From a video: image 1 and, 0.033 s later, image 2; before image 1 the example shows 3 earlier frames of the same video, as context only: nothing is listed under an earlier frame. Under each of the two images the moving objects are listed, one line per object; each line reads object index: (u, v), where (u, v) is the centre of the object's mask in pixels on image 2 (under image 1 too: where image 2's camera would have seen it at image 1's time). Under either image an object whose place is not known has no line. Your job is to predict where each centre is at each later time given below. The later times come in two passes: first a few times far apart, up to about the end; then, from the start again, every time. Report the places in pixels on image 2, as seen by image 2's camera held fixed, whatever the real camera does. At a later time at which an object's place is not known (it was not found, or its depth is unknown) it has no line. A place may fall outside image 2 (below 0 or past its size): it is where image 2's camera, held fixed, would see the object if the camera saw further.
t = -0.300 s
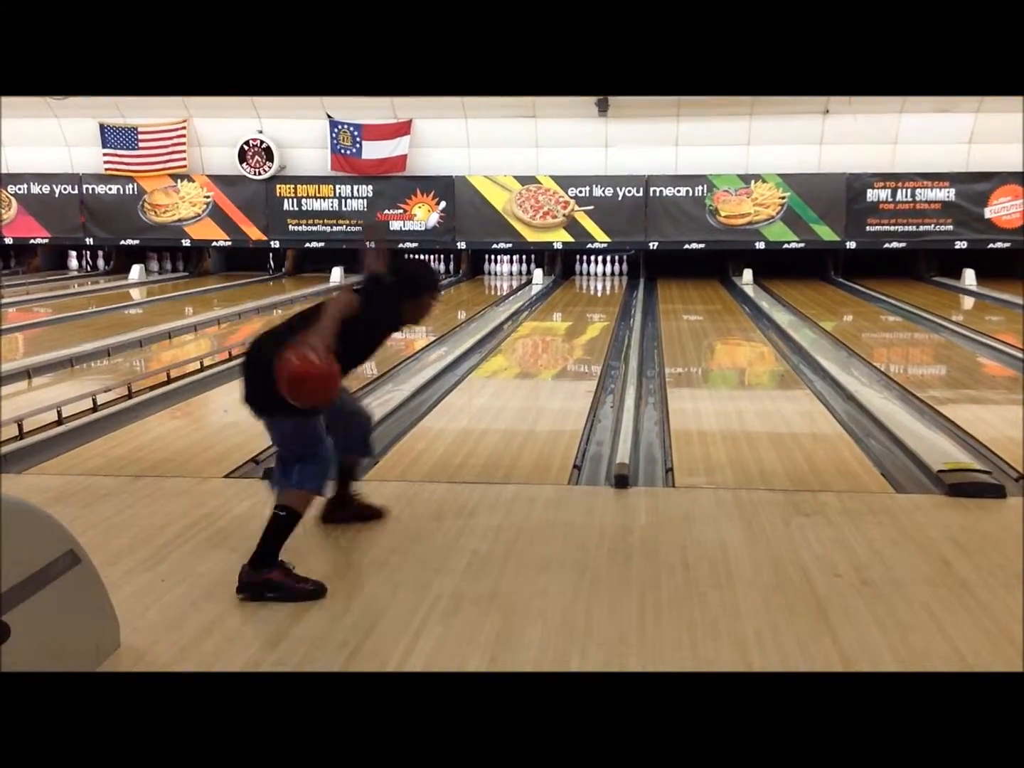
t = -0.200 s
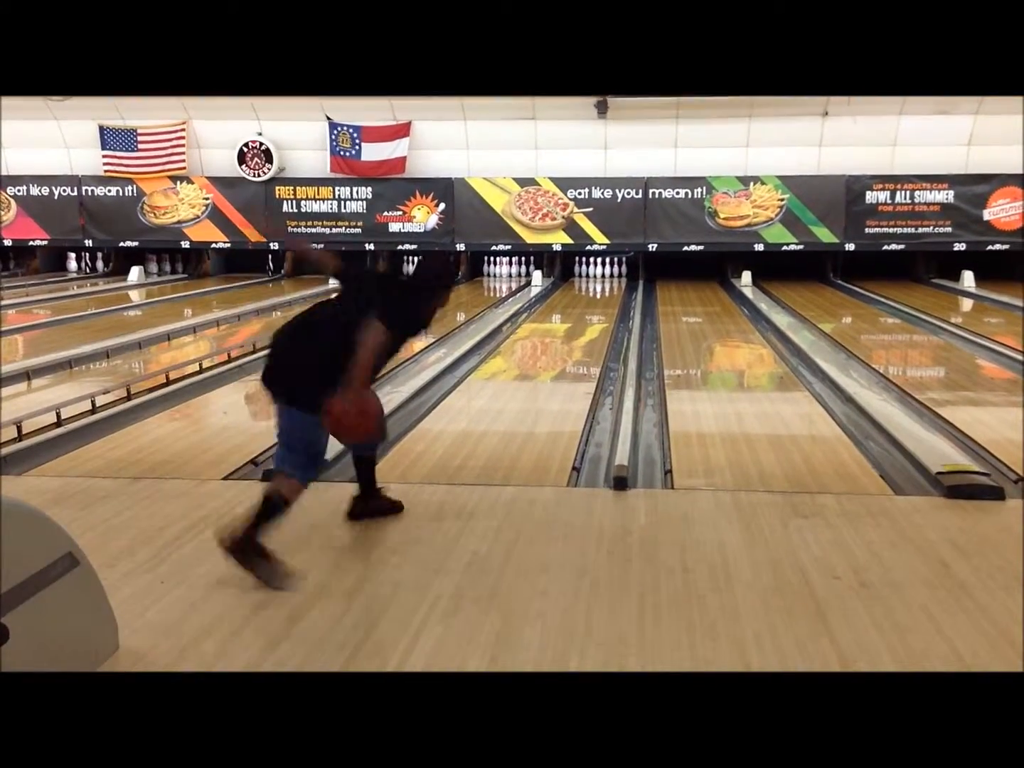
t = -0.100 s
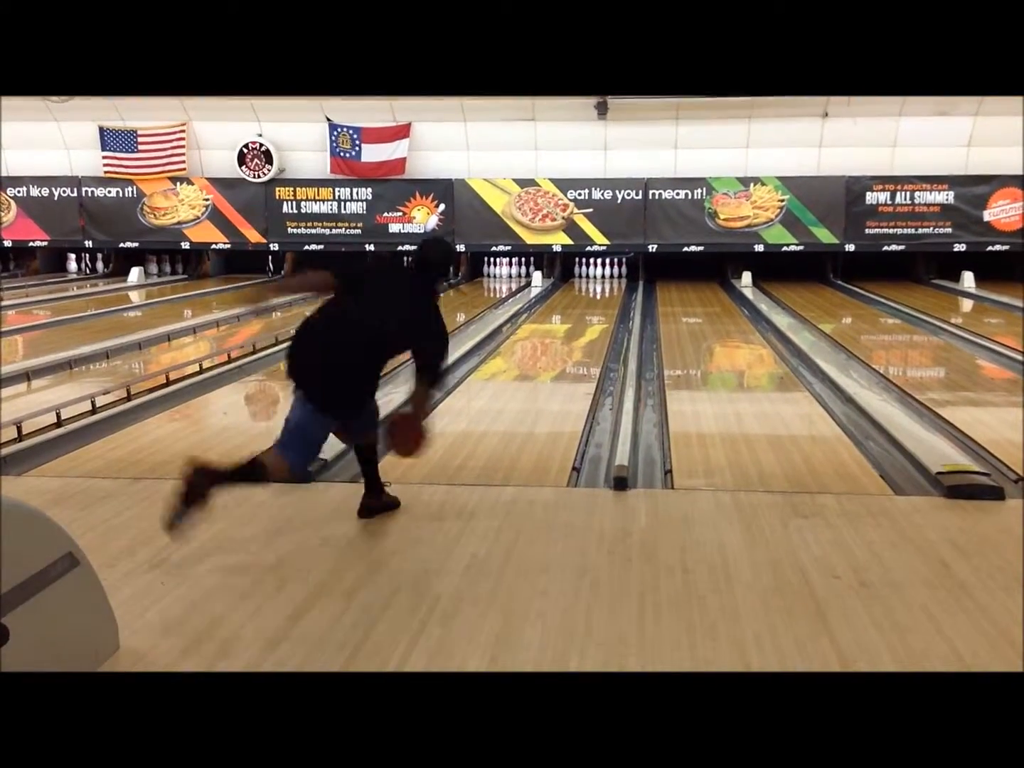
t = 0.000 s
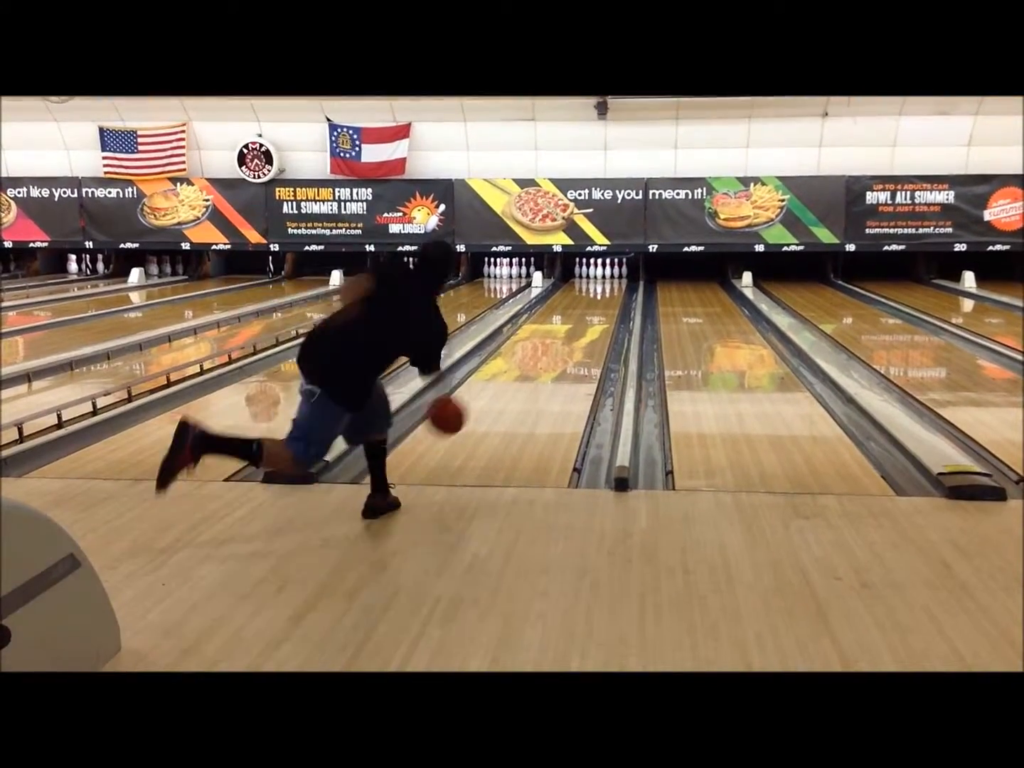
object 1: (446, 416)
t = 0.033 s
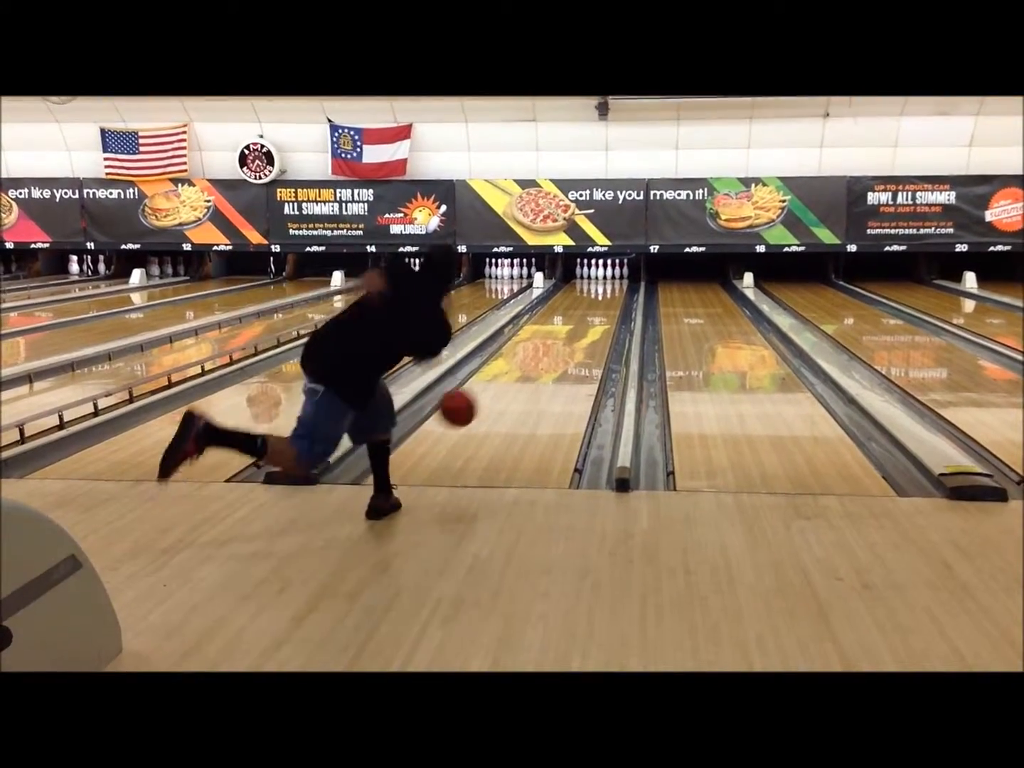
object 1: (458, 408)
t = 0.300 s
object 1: (515, 391)
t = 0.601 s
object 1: (554, 354)
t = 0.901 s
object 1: (578, 328)
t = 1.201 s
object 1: (594, 310)
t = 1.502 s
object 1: (605, 296)
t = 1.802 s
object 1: (611, 286)
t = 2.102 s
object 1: (610, 279)
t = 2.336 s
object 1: (604, 274)
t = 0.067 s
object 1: (467, 404)
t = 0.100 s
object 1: (474, 399)
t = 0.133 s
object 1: (482, 397)
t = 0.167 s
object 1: (490, 397)
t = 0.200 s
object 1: (497, 399)
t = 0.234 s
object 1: (504, 402)
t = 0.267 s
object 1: (510, 397)
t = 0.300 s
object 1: (515, 391)
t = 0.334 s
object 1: (521, 387)
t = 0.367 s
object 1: (526, 382)
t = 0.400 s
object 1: (531, 378)
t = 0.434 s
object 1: (535, 373)
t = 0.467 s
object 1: (539, 369)
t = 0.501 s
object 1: (543, 365)
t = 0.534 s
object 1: (547, 361)
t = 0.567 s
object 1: (551, 357)
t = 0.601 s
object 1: (554, 354)
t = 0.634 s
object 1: (558, 350)
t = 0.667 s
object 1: (561, 347)
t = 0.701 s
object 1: (564, 344)
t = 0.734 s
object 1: (566, 341)
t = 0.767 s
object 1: (569, 338)
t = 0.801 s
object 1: (571, 335)
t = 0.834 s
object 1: (574, 333)
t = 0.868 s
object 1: (576, 330)
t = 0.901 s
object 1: (578, 328)
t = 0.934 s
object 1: (580, 326)
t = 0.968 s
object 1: (583, 323)
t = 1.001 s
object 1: (584, 321)
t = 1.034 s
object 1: (586, 319)
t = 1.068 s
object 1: (588, 317)
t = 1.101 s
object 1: (590, 316)
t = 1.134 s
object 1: (592, 313)
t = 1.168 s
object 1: (594, 310)
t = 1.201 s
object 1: (594, 310)
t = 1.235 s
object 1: (596, 308)
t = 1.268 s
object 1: (597, 306)
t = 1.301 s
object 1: (598, 305)
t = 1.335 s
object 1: (598, 304)
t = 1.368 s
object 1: (601, 301)
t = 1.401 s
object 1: (602, 300)
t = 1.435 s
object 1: (603, 299)
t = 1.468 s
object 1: (604, 298)
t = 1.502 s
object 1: (605, 296)
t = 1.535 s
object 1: (606, 295)
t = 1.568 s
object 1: (607, 293)
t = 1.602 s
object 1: (608, 293)
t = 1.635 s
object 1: (609, 291)
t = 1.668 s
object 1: (609, 290)
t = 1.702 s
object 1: (610, 289)
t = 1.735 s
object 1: (611, 287)
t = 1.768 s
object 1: (611, 286)
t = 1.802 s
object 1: (611, 286)
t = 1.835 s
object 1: (611, 285)
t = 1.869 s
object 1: (611, 285)
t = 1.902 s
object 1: (611, 284)
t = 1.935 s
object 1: (611, 284)
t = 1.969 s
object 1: (611, 283)
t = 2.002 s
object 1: (611, 281)
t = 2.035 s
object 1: (611, 281)
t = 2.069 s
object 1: (610, 280)
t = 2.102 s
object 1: (610, 279)
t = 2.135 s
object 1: (610, 278)
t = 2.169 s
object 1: (609, 278)
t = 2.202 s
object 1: (608, 277)
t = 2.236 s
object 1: (607, 276)
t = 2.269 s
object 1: (606, 275)
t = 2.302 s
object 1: (605, 274)
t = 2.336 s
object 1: (604, 274)
